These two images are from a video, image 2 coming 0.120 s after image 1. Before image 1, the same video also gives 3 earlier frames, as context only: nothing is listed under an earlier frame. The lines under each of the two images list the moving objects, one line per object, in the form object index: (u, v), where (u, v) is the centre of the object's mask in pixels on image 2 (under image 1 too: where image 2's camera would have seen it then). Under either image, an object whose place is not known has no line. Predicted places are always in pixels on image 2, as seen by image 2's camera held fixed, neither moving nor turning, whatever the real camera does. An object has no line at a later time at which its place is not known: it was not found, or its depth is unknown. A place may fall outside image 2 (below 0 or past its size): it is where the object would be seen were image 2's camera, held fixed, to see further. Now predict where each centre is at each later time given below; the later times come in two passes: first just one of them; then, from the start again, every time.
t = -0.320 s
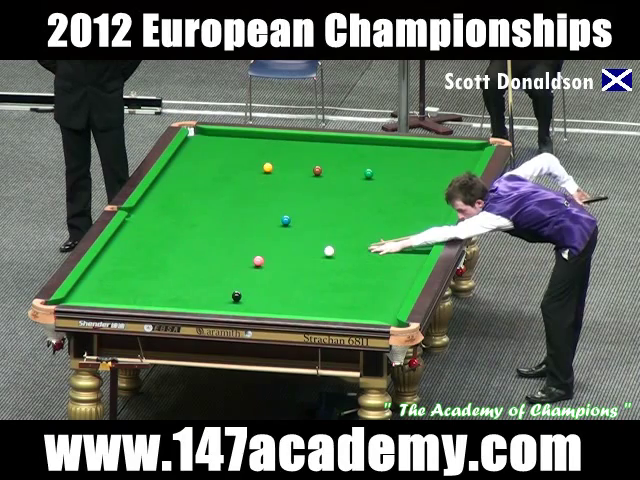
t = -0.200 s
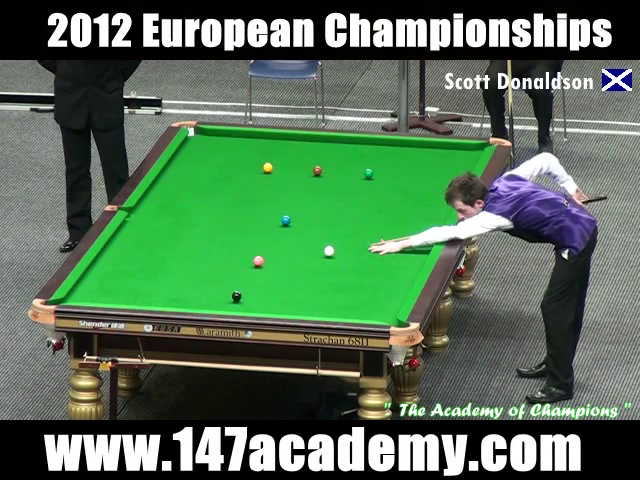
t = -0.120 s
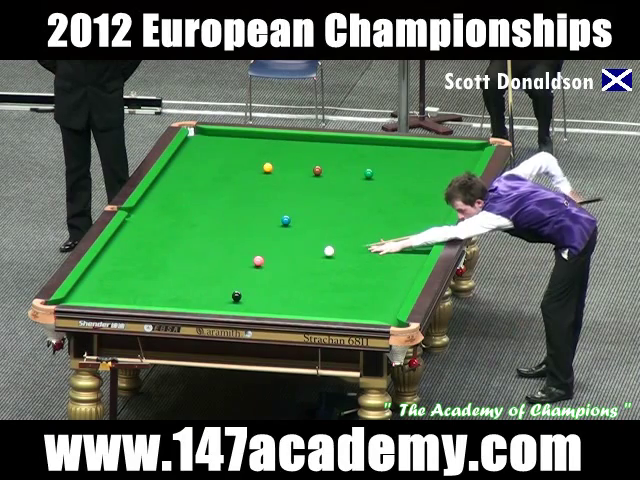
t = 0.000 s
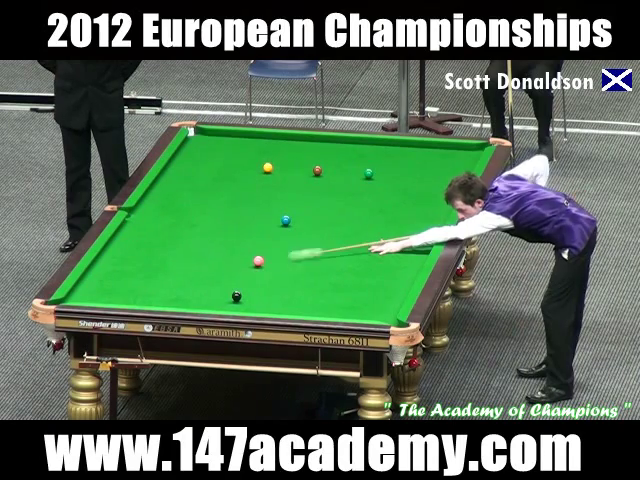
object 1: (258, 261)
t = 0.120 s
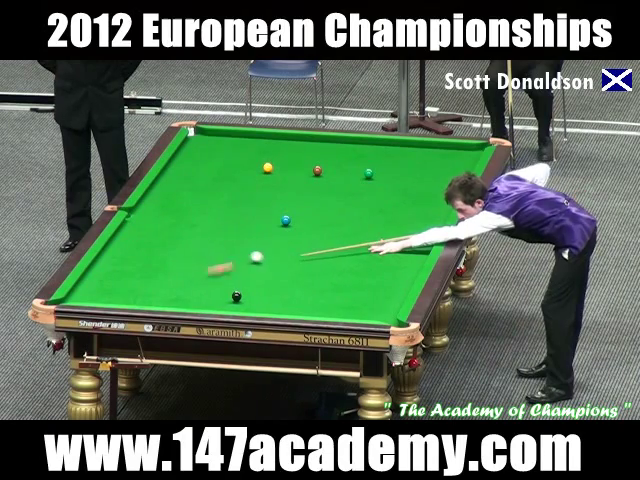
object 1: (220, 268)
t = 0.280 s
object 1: (132, 288)
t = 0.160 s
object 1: (197, 273)
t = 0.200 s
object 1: (175, 278)
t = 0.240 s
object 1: (154, 283)
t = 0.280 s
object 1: (132, 288)
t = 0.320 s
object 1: (110, 292)
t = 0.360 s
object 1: (91, 296)
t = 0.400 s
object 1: (71, 299)
